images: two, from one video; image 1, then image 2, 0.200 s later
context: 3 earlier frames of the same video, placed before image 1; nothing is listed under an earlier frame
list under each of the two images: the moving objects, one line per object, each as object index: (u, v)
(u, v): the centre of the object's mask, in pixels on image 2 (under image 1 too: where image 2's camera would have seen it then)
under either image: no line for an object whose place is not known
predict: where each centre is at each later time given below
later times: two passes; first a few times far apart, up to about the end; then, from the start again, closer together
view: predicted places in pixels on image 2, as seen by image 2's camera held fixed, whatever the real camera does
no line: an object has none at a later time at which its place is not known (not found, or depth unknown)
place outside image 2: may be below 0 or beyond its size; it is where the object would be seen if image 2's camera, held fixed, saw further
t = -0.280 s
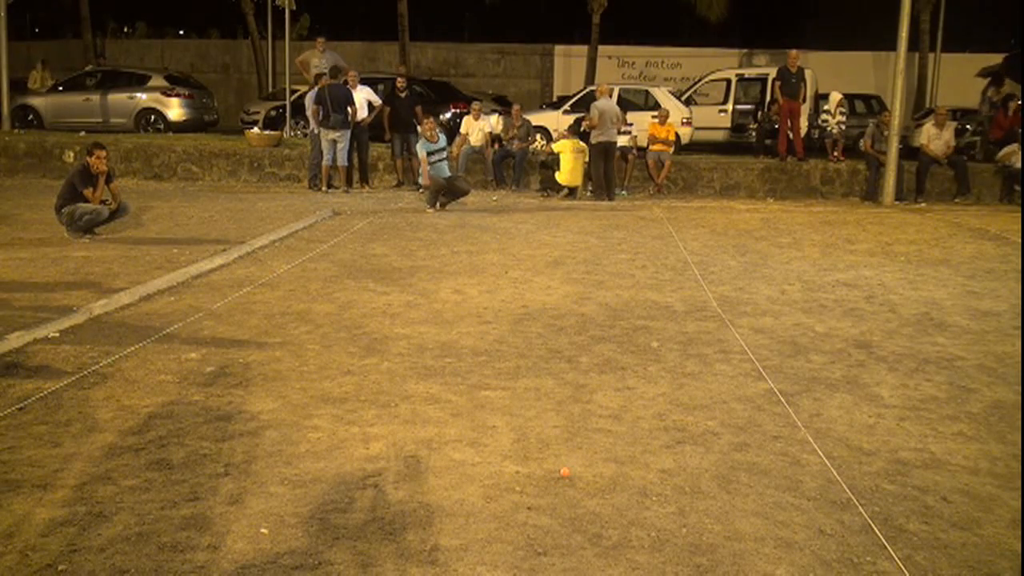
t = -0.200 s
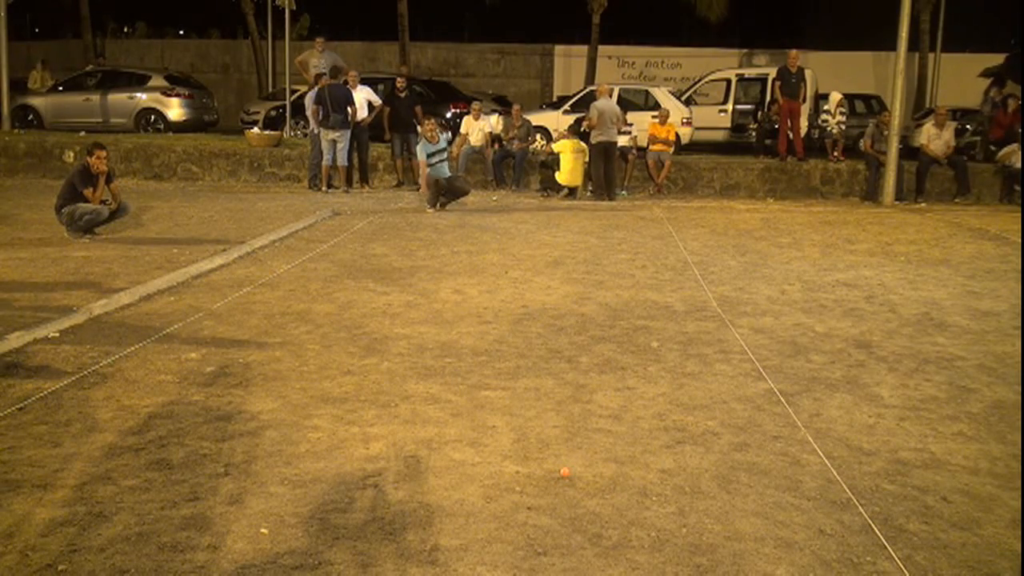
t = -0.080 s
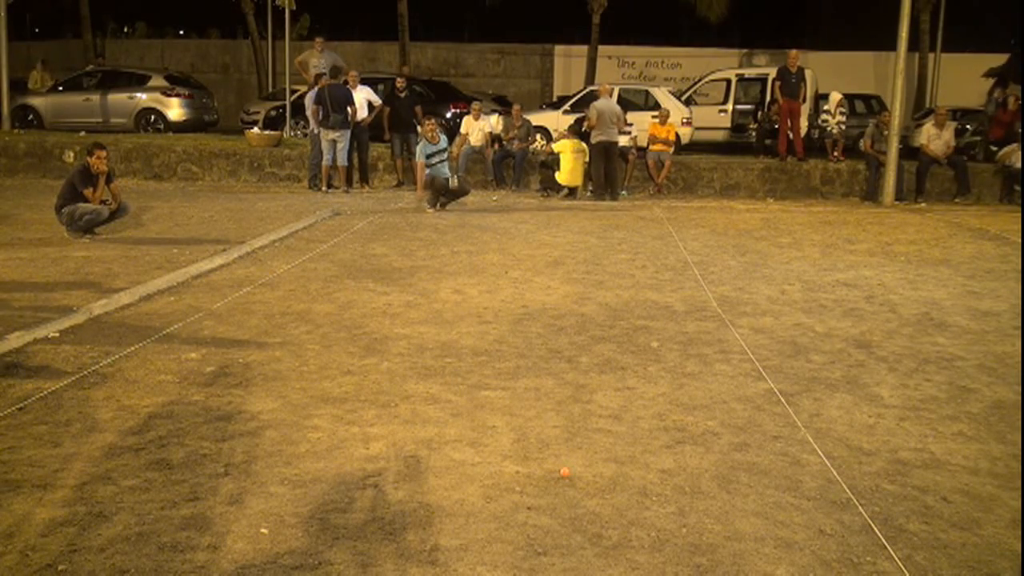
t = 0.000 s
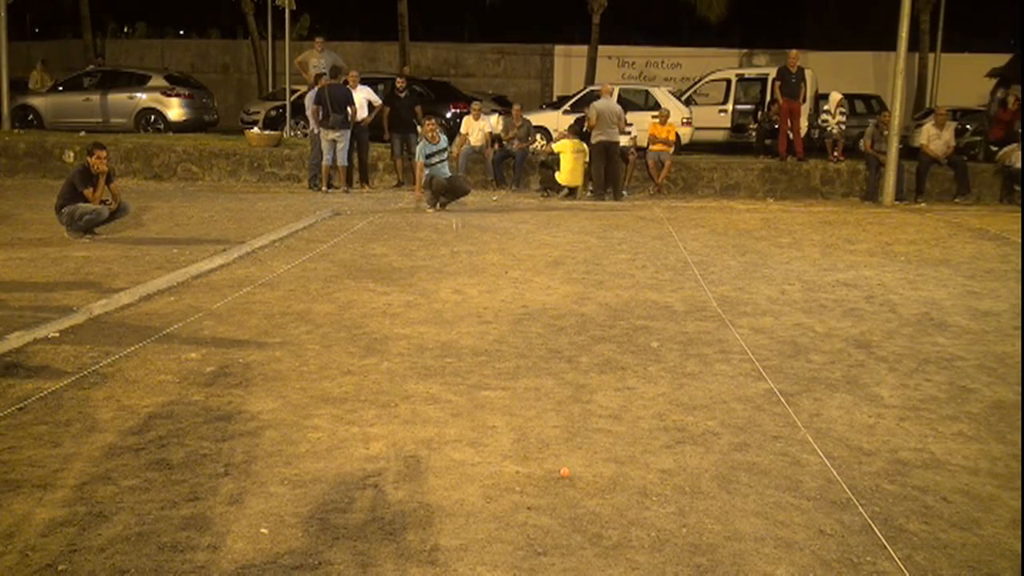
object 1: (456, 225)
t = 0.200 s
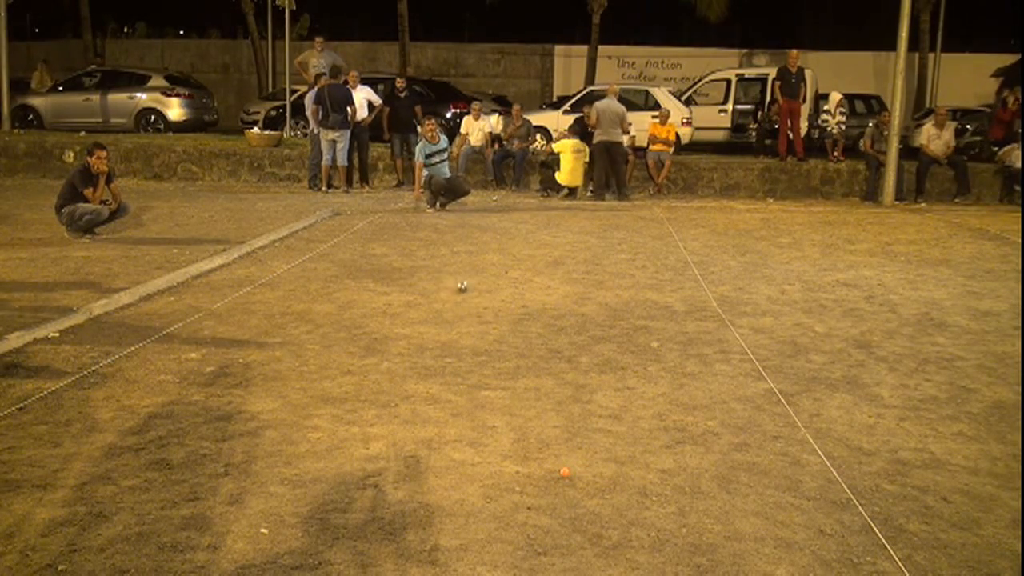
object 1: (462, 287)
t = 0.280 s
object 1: (463, 295)
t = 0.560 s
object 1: (469, 315)
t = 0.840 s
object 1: (480, 335)
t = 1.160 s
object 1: (481, 366)
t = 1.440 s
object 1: (482, 396)
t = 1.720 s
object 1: (478, 425)
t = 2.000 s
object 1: (476, 451)
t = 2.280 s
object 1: (483, 479)
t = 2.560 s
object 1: (484, 498)
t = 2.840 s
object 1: (482, 514)
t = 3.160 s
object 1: (481, 530)
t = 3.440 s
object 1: (471, 538)
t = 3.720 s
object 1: (470, 544)
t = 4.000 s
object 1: (468, 544)
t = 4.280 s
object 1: (469, 544)
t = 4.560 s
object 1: (469, 544)
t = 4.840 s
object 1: (469, 544)
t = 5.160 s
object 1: (469, 544)
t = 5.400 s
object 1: (469, 544)
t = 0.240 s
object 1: (462, 293)
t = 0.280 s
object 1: (463, 295)
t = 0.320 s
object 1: (464, 298)
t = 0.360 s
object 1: (465, 301)
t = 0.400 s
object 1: (466, 303)
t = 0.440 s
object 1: (467, 306)
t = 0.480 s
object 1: (468, 309)
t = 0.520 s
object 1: (469, 311)
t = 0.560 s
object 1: (469, 315)
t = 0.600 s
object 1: (471, 318)
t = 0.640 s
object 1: (473, 321)
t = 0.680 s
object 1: (474, 323)
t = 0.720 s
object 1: (475, 327)
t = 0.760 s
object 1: (476, 331)
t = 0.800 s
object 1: (478, 333)
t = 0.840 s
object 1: (480, 335)
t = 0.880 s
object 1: (483, 340)
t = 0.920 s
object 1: (484, 345)
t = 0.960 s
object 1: (484, 349)
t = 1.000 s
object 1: (484, 353)
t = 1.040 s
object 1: (484, 356)
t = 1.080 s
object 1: (483, 359)
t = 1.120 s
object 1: (482, 365)
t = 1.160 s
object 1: (481, 366)
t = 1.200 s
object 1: (481, 370)
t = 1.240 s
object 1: (481, 376)
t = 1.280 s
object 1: (482, 380)
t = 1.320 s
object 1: (482, 383)
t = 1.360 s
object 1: (482, 387)
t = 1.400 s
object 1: (483, 391)
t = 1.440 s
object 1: (482, 396)
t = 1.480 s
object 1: (482, 400)
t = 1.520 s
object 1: (481, 403)
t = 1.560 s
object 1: (480, 408)
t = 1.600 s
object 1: (479, 413)
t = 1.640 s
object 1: (478, 417)
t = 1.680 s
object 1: (478, 419)
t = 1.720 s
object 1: (478, 425)
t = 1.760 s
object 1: (477, 429)
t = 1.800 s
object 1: (477, 433)
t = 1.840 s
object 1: (476, 439)
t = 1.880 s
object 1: (476, 442)
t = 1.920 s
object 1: (476, 447)
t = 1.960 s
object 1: (476, 448)
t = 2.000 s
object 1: (476, 451)
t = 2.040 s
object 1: (477, 457)
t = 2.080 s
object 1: (478, 461)
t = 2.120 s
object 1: (479, 463)
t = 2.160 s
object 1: (480, 470)
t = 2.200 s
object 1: (481, 473)
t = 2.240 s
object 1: (483, 478)
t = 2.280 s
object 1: (483, 479)
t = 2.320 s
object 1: (484, 484)
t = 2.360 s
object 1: (484, 486)
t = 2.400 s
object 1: (483, 489)
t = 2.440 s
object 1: (483, 492)
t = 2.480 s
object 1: (483, 494)
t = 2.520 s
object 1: (483, 496)
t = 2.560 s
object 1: (484, 498)
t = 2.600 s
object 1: (483, 504)
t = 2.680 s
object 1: (483, 505)
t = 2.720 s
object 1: (483, 507)
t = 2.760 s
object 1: (483, 510)
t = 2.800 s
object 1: (482, 512)
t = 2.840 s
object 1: (482, 514)
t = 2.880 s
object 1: (482, 517)
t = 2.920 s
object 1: (482, 519)
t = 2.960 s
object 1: (482, 520)
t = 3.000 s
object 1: (482, 522)
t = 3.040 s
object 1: (481, 525)
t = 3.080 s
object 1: (480, 526)
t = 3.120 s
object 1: (481, 529)
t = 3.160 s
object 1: (481, 530)
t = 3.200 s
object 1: (480, 532)
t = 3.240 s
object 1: (479, 533)
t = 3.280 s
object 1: (477, 535)
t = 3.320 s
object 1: (475, 535)
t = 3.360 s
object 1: (474, 536)
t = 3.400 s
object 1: (472, 537)
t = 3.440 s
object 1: (471, 538)
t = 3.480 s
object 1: (470, 539)
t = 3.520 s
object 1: (469, 540)
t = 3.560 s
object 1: (469, 540)
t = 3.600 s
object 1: (469, 541)
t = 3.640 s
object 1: (470, 542)
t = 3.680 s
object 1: (470, 543)
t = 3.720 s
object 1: (470, 544)
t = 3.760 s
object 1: (470, 544)
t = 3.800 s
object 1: (469, 544)
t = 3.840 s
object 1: (469, 544)
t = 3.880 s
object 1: (469, 544)
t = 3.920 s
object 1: (468, 544)
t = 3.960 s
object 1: (468, 543)
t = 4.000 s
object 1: (468, 544)
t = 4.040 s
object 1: (469, 544)
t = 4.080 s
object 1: (469, 544)
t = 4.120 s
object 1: (469, 544)
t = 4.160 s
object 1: (469, 544)
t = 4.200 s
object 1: (469, 544)
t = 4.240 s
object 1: (469, 544)
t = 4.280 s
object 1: (469, 544)
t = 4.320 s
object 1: (469, 544)
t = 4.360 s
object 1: (469, 544)
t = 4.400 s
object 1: (469, 544)
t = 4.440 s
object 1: (469, 544)
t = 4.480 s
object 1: (469, 544)
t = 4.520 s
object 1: (469, 544)
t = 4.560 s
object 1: (469, 544)
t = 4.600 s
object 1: (468, 544)
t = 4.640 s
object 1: (468, 544)
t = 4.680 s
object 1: (469, 544)
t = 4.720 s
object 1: (468, 544)
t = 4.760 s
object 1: (468, 544)
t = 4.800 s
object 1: (469, 544)
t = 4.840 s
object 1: (469, 544)
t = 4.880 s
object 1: (469, 544)
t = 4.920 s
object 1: (469, 544)
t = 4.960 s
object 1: (469, 544)
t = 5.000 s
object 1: (468, 544)
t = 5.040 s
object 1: (469, 544)
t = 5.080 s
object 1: (469, 544)
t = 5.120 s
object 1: (469, 544)
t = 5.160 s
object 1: (469, 544)
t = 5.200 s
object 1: (469, 544)
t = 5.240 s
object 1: (469, 544)
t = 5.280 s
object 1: (469, 544)
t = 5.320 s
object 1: (469, 544)
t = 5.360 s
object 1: (469, 544)
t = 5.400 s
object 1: (469, 544)
